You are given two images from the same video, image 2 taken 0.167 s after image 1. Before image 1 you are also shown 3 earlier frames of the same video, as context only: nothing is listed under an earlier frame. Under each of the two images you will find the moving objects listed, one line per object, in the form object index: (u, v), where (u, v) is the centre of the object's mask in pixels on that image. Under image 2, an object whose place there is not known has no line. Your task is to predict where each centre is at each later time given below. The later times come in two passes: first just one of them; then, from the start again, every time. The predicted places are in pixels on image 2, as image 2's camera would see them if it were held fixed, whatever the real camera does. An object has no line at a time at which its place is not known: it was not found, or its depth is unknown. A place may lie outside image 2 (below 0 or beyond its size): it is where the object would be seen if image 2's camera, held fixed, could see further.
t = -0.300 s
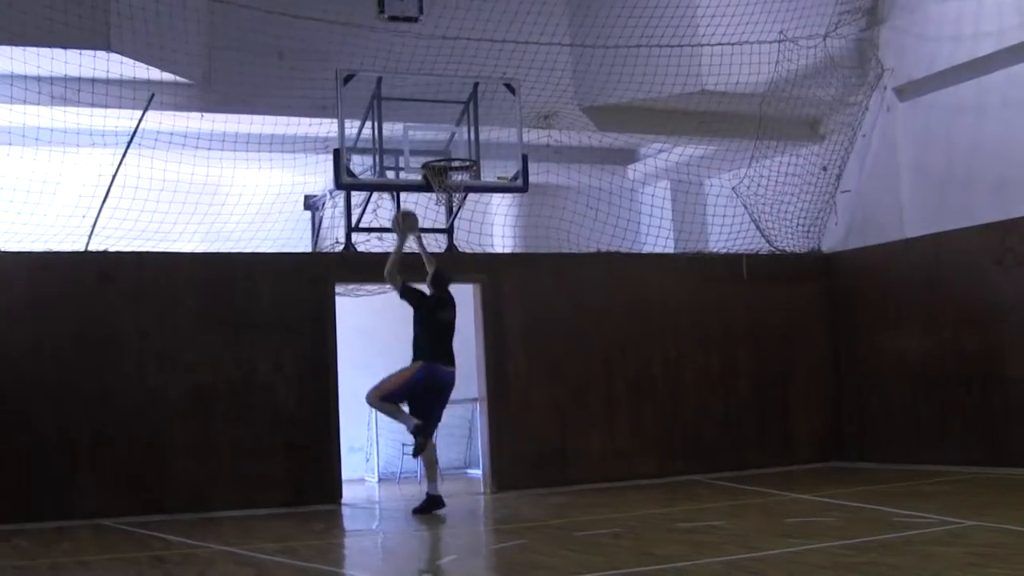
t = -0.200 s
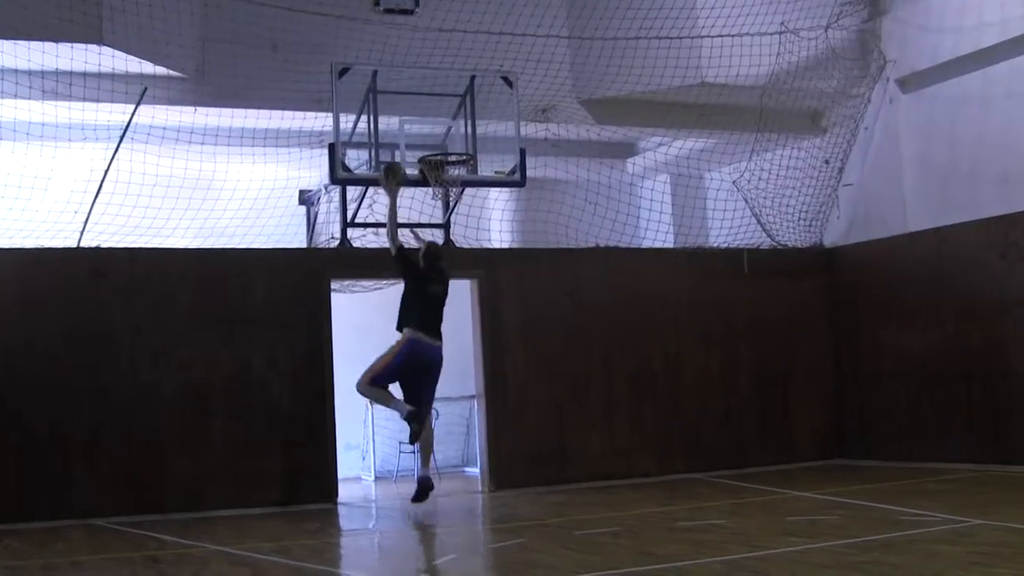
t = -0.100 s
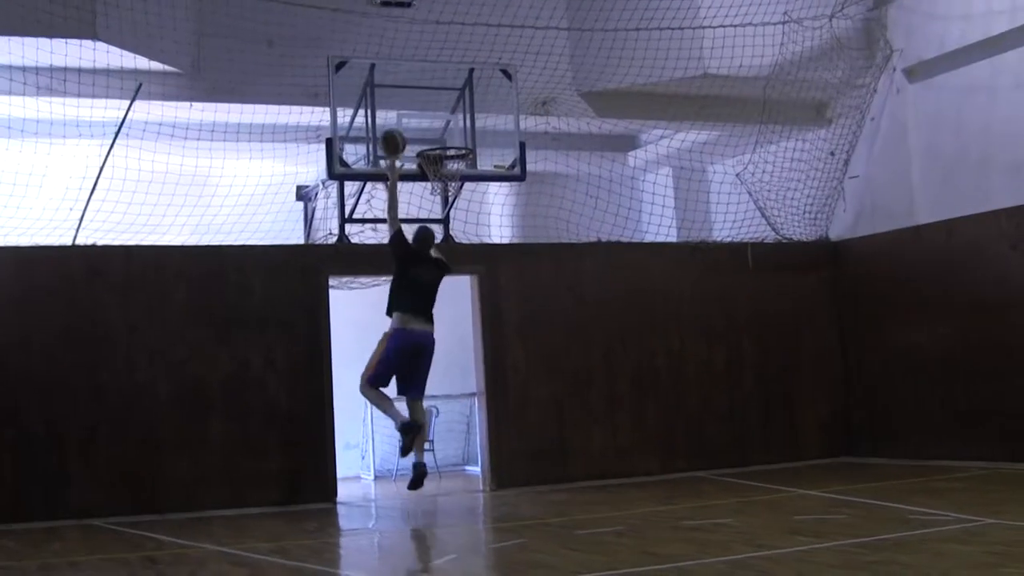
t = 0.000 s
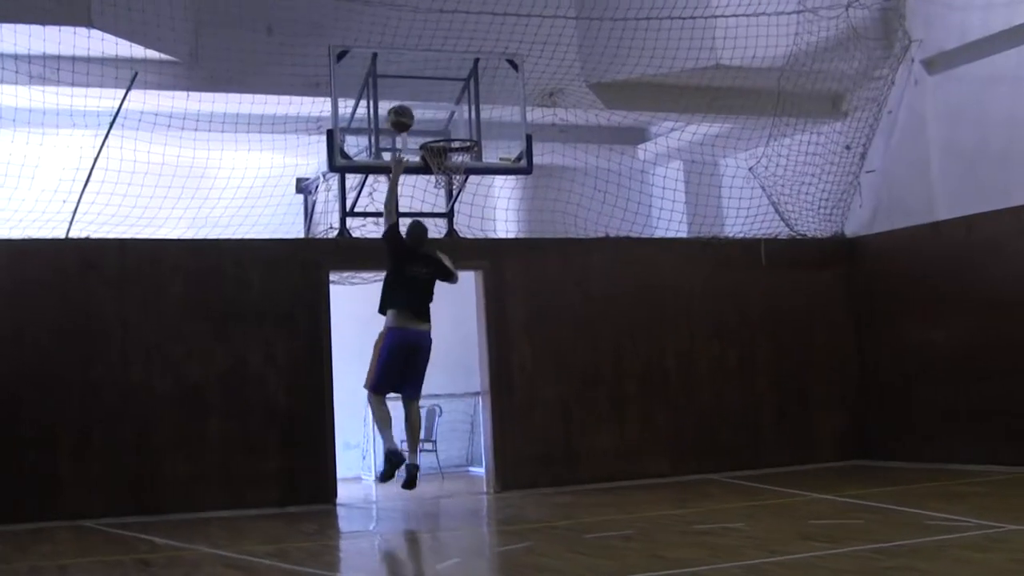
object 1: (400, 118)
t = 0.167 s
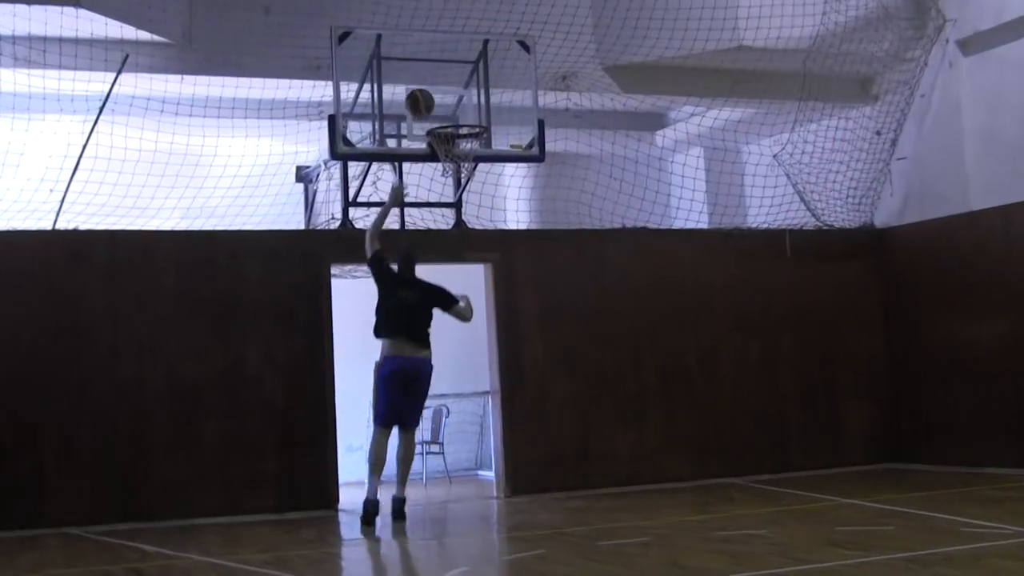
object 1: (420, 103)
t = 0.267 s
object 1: (431, 116)
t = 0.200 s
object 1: (423, 107)
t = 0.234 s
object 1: (427, 112)
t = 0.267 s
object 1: (431, 116)
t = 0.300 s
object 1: (433, 112)
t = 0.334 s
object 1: (434, 109)
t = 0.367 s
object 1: (436, 106)
